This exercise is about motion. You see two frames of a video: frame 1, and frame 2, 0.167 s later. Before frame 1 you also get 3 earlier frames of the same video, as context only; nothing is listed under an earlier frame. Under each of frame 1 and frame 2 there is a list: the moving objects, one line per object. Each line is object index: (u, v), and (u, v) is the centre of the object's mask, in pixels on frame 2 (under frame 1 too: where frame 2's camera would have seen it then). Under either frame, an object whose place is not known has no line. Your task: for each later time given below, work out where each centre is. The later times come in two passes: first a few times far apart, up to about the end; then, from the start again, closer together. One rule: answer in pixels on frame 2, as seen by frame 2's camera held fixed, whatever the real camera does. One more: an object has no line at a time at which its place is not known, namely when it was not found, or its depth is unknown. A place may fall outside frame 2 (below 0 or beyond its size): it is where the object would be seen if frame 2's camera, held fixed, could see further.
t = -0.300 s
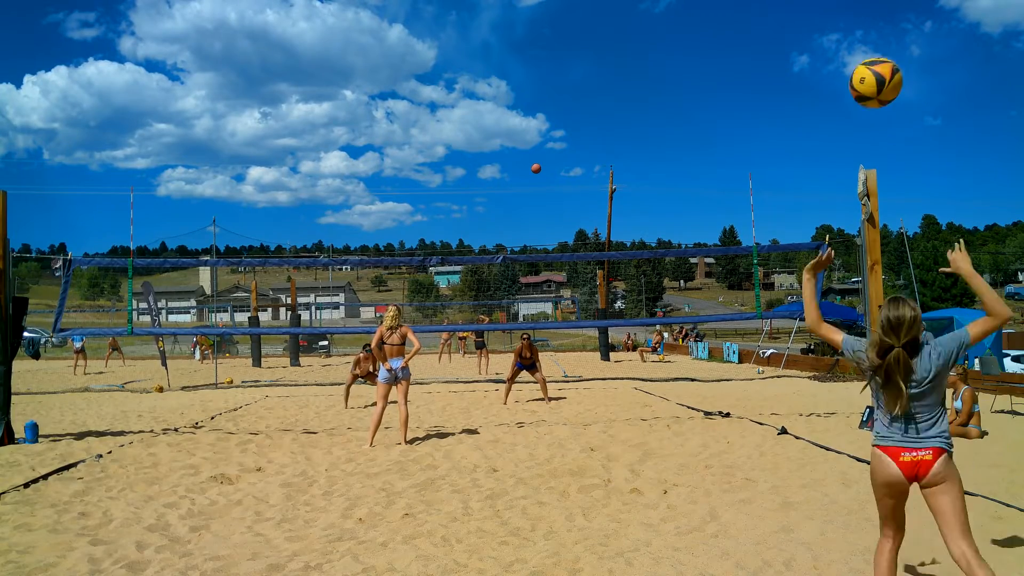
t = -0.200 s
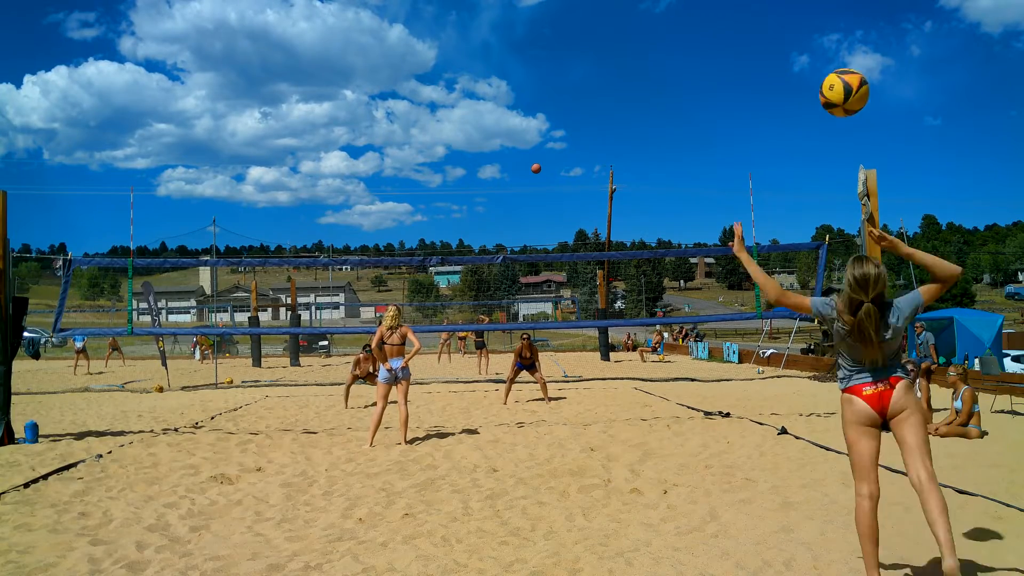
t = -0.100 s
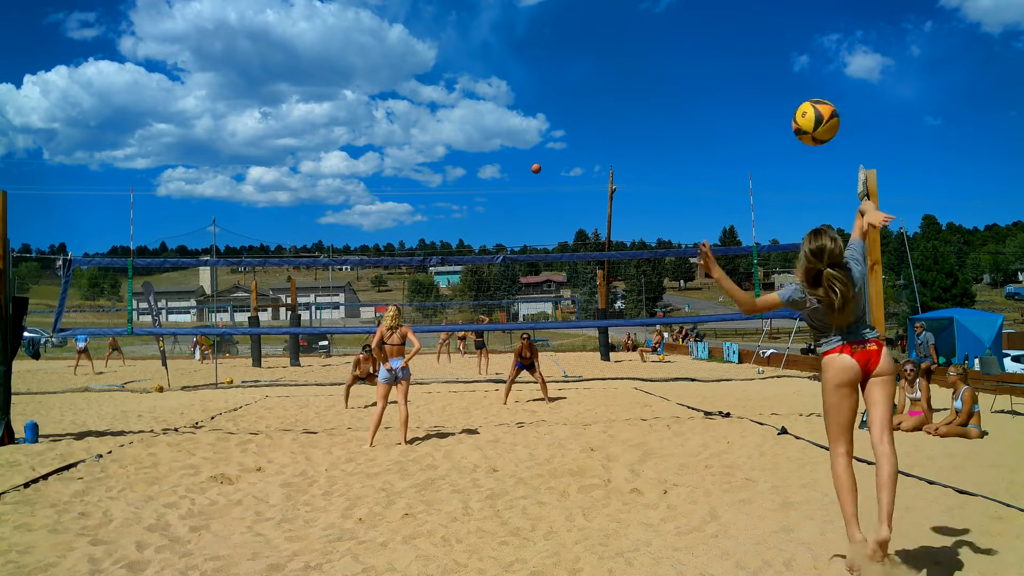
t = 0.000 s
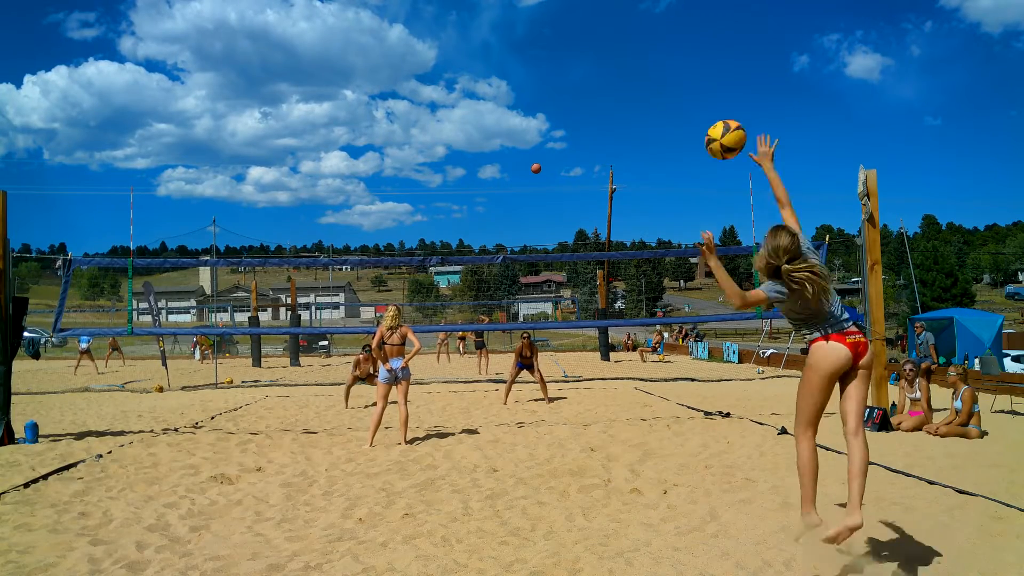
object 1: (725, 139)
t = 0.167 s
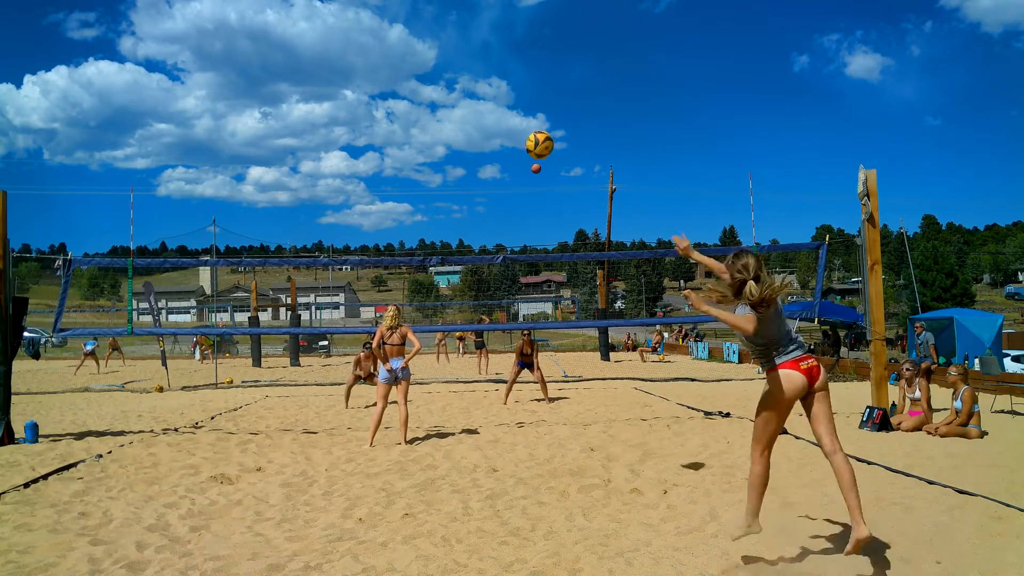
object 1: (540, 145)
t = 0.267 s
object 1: (472, 161)
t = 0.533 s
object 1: (360, 227)
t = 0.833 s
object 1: (292, 321)
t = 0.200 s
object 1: (514, 150)
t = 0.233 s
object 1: (492, 155)
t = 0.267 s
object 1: (472, 161)
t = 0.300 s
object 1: (454, 168)
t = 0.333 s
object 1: (436, 175)
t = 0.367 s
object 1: (421, 183)
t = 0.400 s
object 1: (407, 191)
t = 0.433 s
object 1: (394, 199)
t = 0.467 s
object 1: (382, 208)
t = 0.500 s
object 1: (370, 218)
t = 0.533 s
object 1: (360, 227)
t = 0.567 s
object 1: (350, 237)
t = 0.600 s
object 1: (341, 247)
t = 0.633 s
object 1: (333, 254)
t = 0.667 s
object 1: (325, 270)
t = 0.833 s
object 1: (292, 321)
